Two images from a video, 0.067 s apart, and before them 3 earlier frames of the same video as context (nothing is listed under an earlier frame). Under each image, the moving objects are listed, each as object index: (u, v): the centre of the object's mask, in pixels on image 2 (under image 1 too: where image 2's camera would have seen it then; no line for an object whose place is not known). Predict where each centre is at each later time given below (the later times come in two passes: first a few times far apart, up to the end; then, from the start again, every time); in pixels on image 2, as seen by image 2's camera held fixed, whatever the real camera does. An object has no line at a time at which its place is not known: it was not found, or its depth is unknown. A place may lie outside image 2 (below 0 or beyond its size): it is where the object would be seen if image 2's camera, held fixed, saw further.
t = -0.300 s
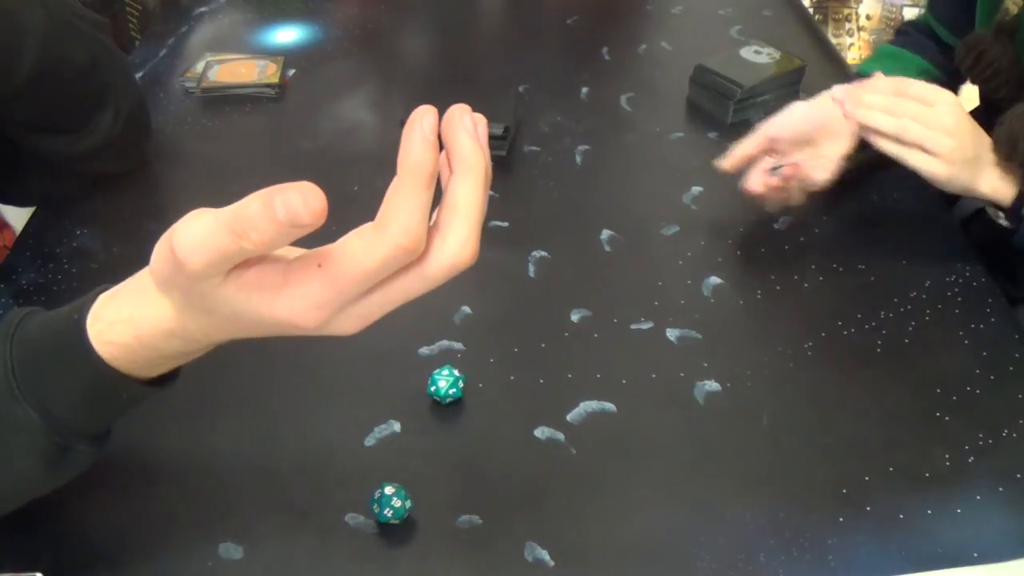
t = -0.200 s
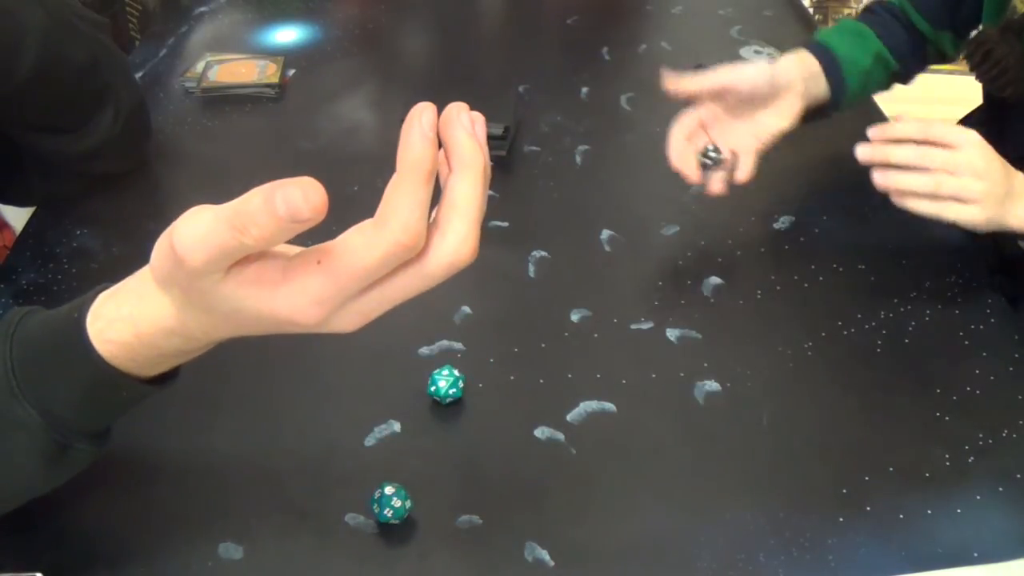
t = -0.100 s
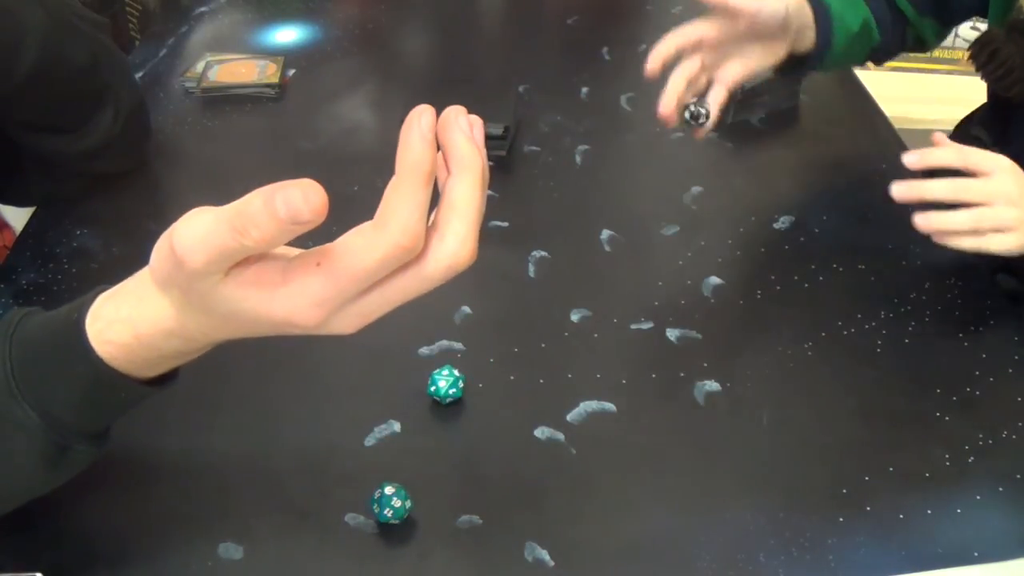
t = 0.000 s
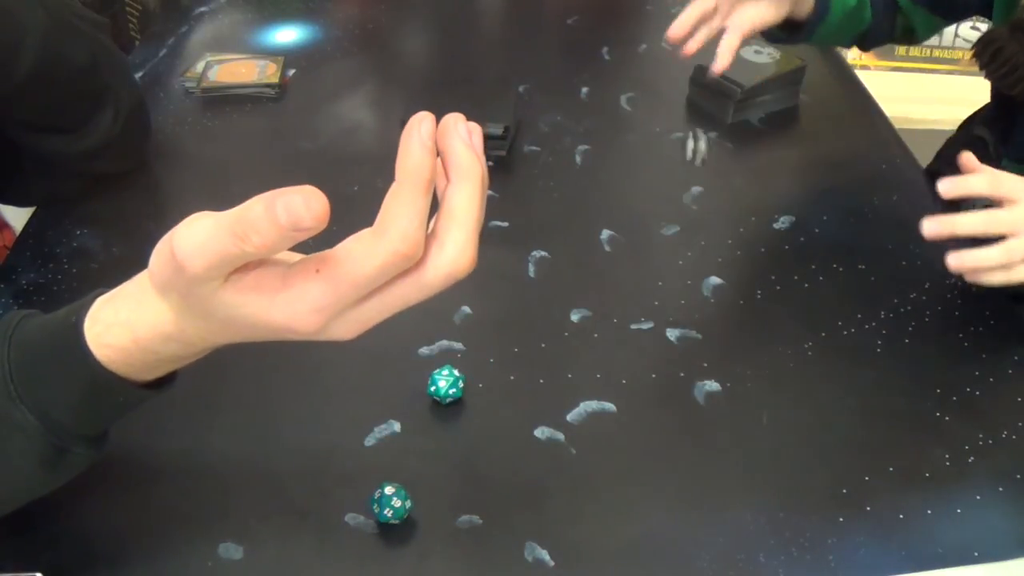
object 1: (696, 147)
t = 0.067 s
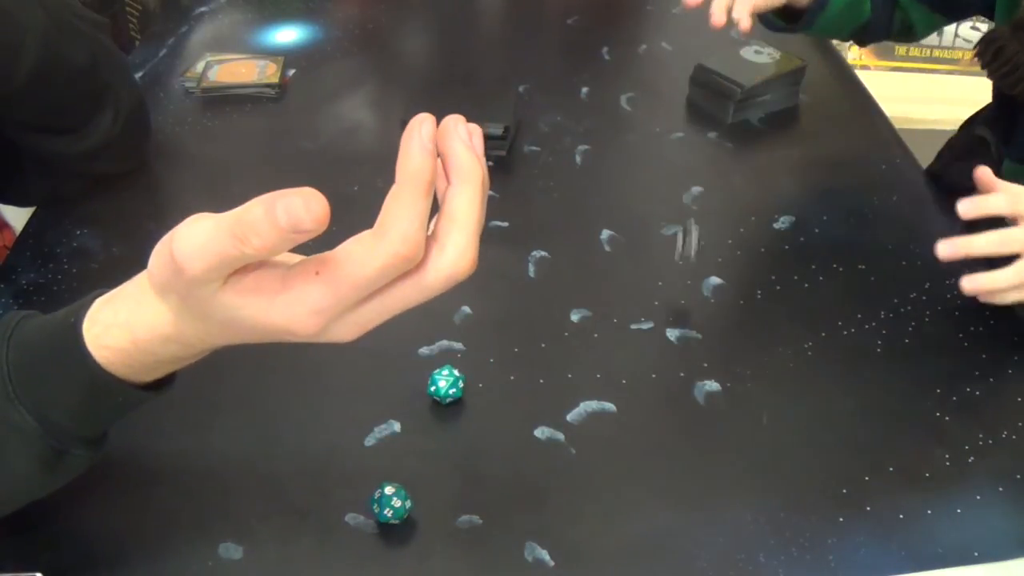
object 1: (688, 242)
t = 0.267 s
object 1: (735, 357)
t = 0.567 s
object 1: (810, 421)
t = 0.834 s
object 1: (830, 415)
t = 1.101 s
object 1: (830, 415)
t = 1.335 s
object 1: (830, 415)
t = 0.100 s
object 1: (686, 280)
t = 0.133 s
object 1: (694, 289)
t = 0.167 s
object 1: (700, 311)
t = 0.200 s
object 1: (712, 324)
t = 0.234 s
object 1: (723, 344)
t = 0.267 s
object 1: (735, 357)
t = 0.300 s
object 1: (747, 370)
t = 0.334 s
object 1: (757, 381)
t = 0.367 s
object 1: (767, 392)
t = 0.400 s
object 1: (776, 400)
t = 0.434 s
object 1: (784, 406)
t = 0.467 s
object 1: (791, 413)
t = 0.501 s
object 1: (797, 416)
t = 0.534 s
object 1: (804, 421)
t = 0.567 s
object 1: (810, 421)
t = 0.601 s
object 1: (813, 421)
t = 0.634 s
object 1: (817, 418)
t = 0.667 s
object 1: (822, 417)
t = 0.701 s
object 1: (827, 417)
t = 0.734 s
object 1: (830, 415)
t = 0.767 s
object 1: (830, 415)
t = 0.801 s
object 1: (831, 415)
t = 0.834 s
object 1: (830, 415)
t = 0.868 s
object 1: (830, 415)
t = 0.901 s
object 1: (830, 415)
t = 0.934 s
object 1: (831, 415)
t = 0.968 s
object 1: (831, 415)
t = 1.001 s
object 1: (831, 415)
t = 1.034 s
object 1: (830, 415)
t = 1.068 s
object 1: (830, 415)
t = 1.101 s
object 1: (830, 415)
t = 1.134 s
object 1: (830, 415)
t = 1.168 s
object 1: (830, 415)
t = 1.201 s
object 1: (830, 415)
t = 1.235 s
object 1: (830, 415)
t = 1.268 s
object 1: (830, 415)
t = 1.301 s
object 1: (830, 415)
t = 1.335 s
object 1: (830, 415)
